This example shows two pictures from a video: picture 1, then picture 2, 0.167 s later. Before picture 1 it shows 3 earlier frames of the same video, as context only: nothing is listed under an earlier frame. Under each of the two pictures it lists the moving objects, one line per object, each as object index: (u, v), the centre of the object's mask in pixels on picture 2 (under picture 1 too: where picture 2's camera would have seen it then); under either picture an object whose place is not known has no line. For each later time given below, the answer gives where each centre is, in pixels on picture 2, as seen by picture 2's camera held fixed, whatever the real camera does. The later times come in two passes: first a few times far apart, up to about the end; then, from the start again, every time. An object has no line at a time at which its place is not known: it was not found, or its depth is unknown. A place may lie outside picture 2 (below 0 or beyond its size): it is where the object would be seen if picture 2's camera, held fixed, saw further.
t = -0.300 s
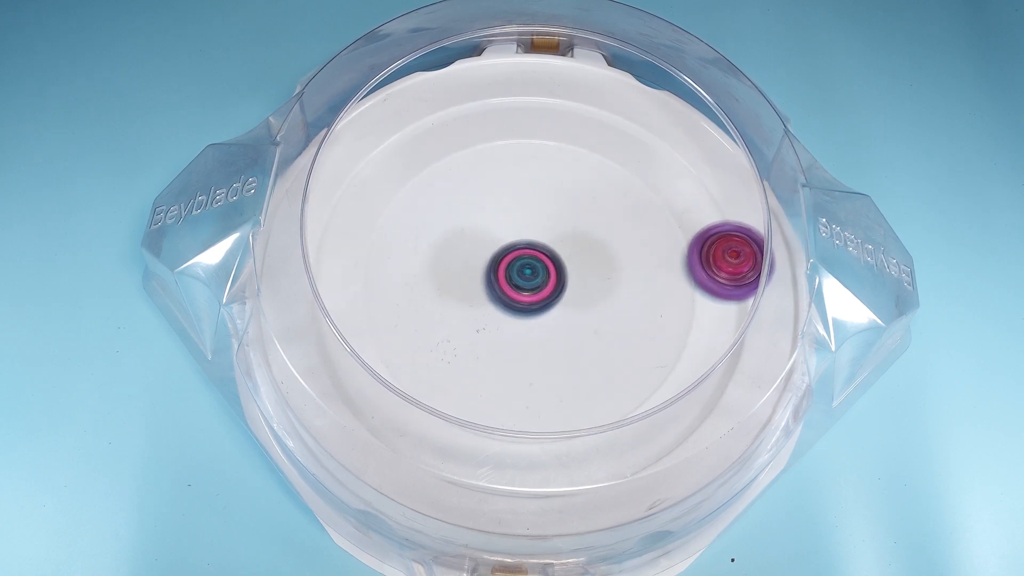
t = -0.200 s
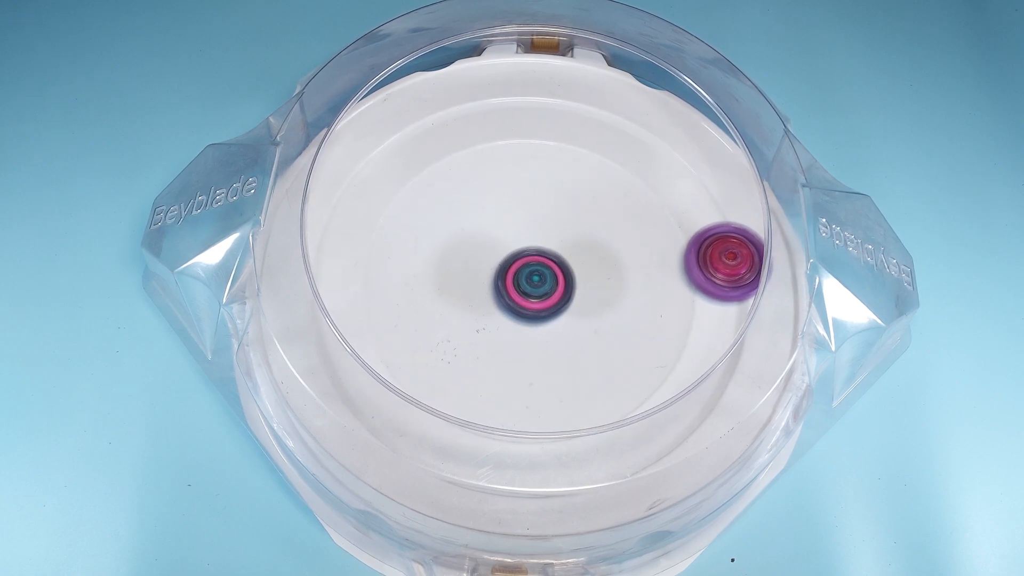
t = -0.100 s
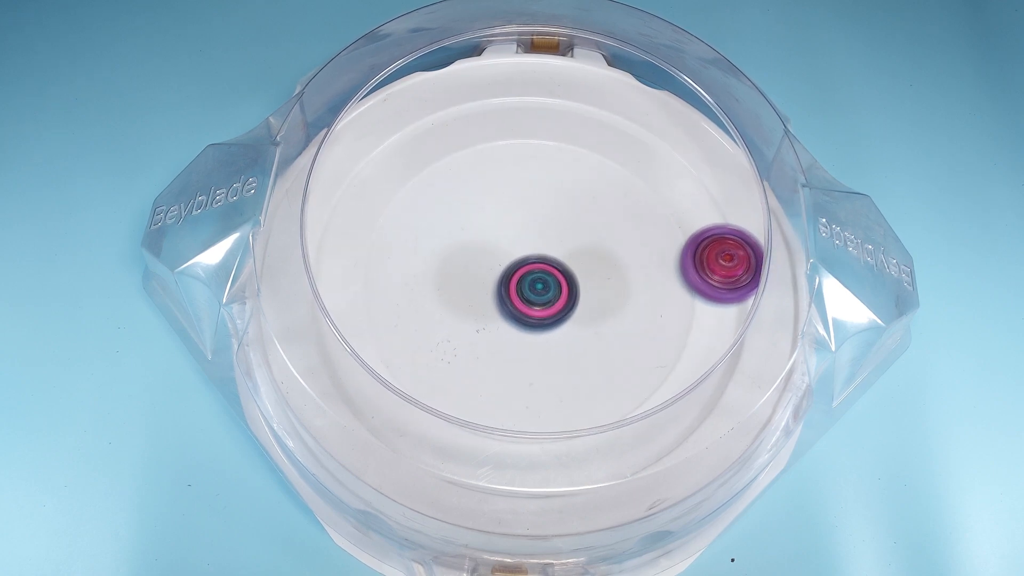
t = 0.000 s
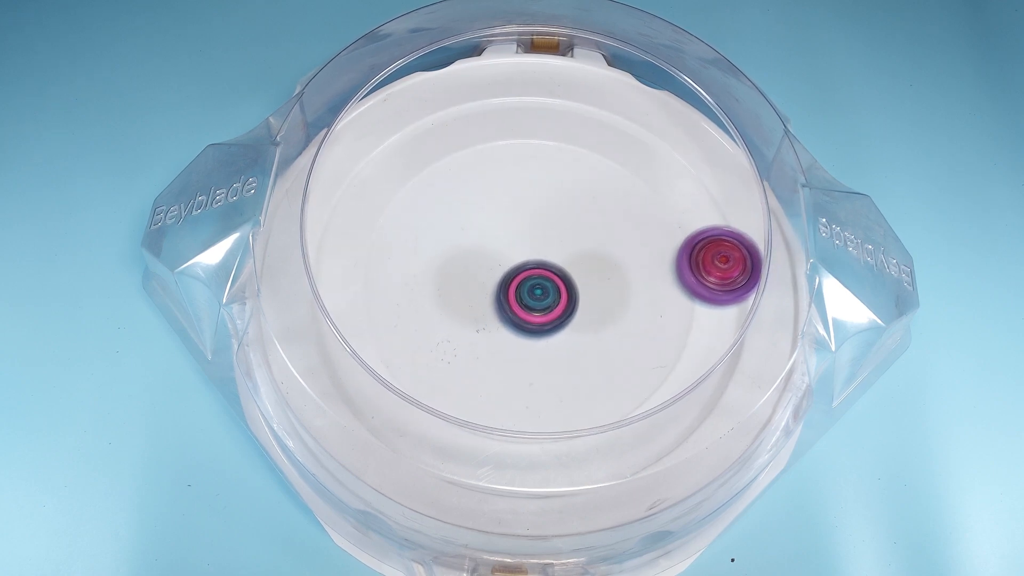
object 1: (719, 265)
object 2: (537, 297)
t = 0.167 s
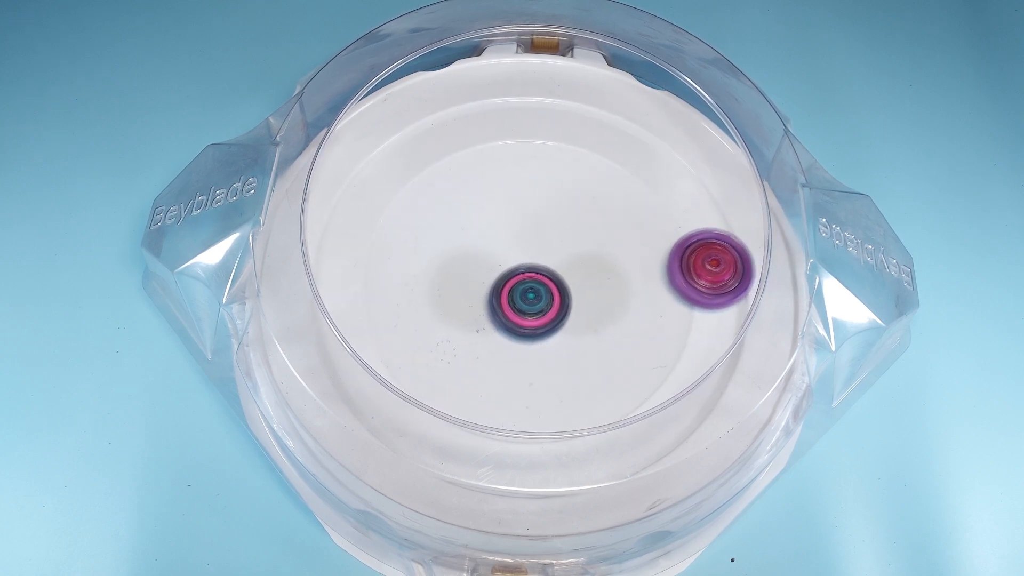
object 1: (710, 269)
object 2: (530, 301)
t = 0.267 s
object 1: (704, 272)
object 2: (524, 298)
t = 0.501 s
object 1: (636, 322)
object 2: (529, 279)
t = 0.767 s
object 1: (451, 299)
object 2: (547, 262)
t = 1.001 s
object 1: (475, 159)
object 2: (558, 270)
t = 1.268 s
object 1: (627, 192)
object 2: (551, 276)
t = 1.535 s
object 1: (521, 375)
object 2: (537, 277)
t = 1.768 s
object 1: (380, 259)
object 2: (525, 275)
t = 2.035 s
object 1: (532, 138)
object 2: (514, 269)
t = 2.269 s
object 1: (664, 309)
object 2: (511, 263)
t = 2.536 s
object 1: (420, 399)
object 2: (519, 264)
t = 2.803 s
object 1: (322, 283)
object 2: (522, 278)
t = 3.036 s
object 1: (322, 257)
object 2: (520, 286)
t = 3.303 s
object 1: (324, 242)
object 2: (516, 289)
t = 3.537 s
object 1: (336, 228)
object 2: (522, 285)
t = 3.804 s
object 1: (338, 215)
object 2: (534, 289)
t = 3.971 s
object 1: (341, 206)
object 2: (537, 292)
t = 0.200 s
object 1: (708, 270)
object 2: (528, 301)
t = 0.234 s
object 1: (706, 271)
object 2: (526, 300)
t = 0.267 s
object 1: (704, 272)
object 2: (524, 298)
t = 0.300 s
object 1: (702, 274)
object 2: (522, 296)
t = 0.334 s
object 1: (697, 278)
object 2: (521, 293)
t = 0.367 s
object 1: (689, 284)
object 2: (521, 290)
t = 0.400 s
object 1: (679, 292)
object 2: (522, 287)
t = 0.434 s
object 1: (667, 301)
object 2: (524, 283)
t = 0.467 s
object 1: (653, 311)
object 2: (526, 281)
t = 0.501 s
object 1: (636, 322)
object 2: (529, 279)
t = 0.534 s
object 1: (615, 332)
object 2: (531, 277)
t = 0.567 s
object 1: (591, 340)
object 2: (535, 275)
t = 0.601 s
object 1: (563, 346)
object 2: (536, 272)
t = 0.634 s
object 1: (537, 348)
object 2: (536, 267)
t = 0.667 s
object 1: (511, 345)
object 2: (538, 265)
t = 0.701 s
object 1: (487, 334)
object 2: (542, 263)
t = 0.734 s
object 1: (466, 319)
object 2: (545, 262)
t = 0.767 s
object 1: (451, 299)
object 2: (547, 262)
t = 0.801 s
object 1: (441, 277)
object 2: (550, 262)
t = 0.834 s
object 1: (435, 254)
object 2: (552, 263)
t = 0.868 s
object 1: (436, 232)
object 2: (554, 264)
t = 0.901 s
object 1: (440, 211)
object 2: (556, 265)
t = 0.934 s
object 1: (448, 191)
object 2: (557, 266)
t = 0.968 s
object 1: (460, 173)
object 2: (558, 268)
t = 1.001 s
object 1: (475, 159)
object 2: (558, 270)
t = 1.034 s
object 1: (491, 149)
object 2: (558, 272)
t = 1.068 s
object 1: (510, 141)
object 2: (558, 273)
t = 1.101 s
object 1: (531, 138)
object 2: (557, 274)
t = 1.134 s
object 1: (552, 140)
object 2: (556, 274)
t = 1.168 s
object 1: (573, 145)
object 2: (555, 275)
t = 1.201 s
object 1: (593, 156)
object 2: (554, 275)
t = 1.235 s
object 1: (612, 172)
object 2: (552, 276)
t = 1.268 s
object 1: (627, 192)
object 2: (551, 276)
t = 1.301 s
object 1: (636, 217)
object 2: (550, 277)
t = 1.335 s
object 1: (640, 245)
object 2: (549, 277)
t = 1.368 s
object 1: (636, 274)
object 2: (547, 277)
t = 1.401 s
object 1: (624, 305)
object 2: (545, 278)
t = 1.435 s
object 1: (607, 331)
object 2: (542, 278)
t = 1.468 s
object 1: (584, 352)
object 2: (541, 277)
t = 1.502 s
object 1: (555, 367)
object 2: (539, 277)
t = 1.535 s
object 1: (521, 375)
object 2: (537, 277)
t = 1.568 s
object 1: (490, 374)
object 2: (536, 277)
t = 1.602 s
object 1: (459, 365)
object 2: (534, 277)
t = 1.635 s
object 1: (433, 351)
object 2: (532, 277)
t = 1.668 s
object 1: (410, 331)
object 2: (530, 276)
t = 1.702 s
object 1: (395, 308)
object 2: (528, 276)
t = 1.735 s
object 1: (384, 284)
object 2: (527, 275)
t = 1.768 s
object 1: (380, 259)
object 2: (525, 275)
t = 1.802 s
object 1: (381, 234)
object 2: (524, 274)
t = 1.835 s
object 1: (388, 208)
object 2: (523, 274)
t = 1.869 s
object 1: (404, 186)
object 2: (521, 273)
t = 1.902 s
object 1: (423, 168)
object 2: (519, 273)
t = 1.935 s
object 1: (445, 153)
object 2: (518, 272)
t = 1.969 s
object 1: (470, 142)
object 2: (516, 271)
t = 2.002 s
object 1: (500, 137)
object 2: (515, 270)
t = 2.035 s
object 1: (532, 138)
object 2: (514, 269)
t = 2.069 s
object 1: (563, 146)
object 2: (513, 268)
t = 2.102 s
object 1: (594, 161)
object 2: (512, 267)
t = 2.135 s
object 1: (621, 182)
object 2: (512, 267)
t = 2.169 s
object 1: (643, 208)
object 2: (511, 266)
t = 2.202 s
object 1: (658, 240)
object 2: (511, 264)
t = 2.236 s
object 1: (666, 274)
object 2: (511, 264)
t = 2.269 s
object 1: (664, 309)
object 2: (511, 263)
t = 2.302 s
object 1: (653, 343)
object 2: (511, 262)
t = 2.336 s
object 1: (633, 371)
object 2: (512, 261)
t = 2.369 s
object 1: (605, 396)
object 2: (513, 261)
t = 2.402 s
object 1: (571, 414)
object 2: (514, 261)
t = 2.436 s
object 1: (534, 425)
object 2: (515, 261)
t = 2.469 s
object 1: (494, 422)
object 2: (517, 262)
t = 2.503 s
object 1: (456, 412)
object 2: (518, 263)
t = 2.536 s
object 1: (420, 399)
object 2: (519, 264)
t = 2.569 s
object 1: (385, 387)
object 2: (520, 266)
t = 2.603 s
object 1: (359, 372)
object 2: (521, 268)
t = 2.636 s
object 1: (337, 359)
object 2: (522, 270)
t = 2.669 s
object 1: (326, 341)
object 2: (522, 272)
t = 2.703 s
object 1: (324, 322)
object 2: (522, 274)
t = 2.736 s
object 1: (324, 306)
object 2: (522, 275)
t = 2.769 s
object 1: (322, 293)
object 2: (522, 277)
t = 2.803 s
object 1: (322, 283)
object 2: (522, 278)
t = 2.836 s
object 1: (322, 276)
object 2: (522, 279)
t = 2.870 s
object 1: (322, 271)
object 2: (522, 281)
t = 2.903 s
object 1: (321, 268)
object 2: (522, 282)
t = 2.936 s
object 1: (320, 265)
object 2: (521, 283)
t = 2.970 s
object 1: (319, 262)
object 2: (521, 284)
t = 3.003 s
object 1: (321, 260)
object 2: (520, 285)
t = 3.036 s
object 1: (322, 257)
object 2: (520, 286)
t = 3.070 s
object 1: (322, 255)
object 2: (519, 287)
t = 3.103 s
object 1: (321, 253)
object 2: (519, 288)
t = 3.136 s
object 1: (321, 251)
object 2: (518, 289)
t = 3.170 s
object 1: (323, 249)
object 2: (518, 289)
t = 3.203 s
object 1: (323, 247)
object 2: (517, 289)
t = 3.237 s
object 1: (324, 246)
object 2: (517, 289)
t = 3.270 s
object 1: (323, 244)
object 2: (516, 289)
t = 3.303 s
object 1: (324, 242)
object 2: (516, 289)
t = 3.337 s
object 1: (324, 240)
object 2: (516, 289)
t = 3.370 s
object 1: (324, 238)
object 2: (516, 288)
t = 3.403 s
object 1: (325, 236)
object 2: (517, 287)
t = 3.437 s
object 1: (327, 234)
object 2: (518, 287)
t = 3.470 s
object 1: (327, 232)
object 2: (519, 286)
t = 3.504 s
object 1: (329, 230)
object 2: (521, 286)
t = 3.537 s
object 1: (336, 228)
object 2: (522, 285)
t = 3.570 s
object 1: (336, 226)
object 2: (524, 286)
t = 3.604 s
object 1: (336, 225)
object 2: (526, 286)
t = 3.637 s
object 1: (337, 223)
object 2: (528, 286)
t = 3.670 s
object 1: (337, 221)
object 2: (529, 286)
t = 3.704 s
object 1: (337, 220)
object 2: (531, 287)
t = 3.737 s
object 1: (337, 218)
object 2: (532, 287)
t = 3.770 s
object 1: (338, 216)
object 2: (533, 288)
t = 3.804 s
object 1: (338, 215)
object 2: (534, 289)
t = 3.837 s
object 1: (339, 213)
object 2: (535, 289)
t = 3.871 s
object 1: (339, 211)
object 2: (536, 290)
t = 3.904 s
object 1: (340, 210)
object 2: (536, 291)
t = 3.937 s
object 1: (340, 208)
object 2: (537, 291)
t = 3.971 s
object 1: (341, 206)
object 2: (537, 292)
